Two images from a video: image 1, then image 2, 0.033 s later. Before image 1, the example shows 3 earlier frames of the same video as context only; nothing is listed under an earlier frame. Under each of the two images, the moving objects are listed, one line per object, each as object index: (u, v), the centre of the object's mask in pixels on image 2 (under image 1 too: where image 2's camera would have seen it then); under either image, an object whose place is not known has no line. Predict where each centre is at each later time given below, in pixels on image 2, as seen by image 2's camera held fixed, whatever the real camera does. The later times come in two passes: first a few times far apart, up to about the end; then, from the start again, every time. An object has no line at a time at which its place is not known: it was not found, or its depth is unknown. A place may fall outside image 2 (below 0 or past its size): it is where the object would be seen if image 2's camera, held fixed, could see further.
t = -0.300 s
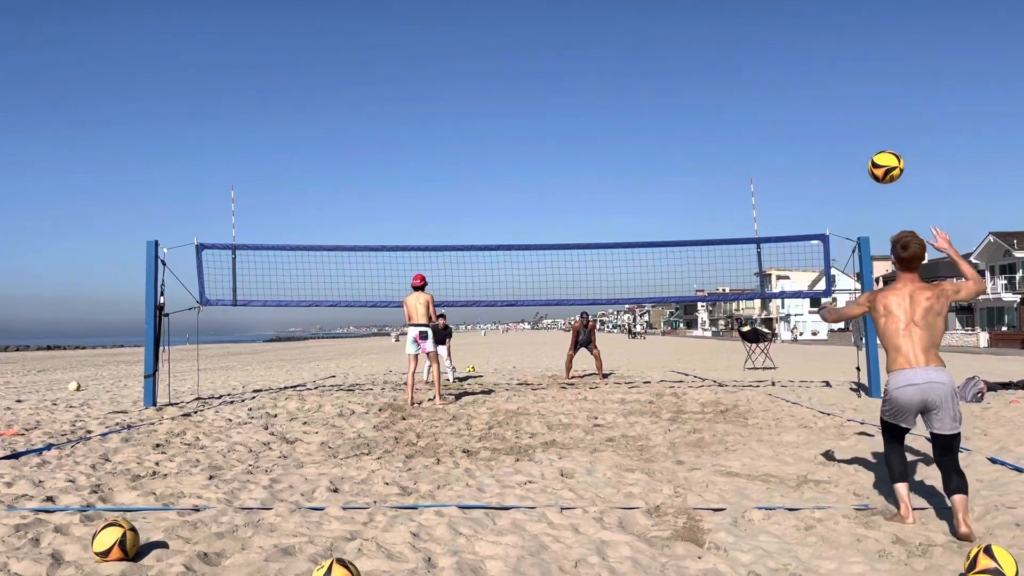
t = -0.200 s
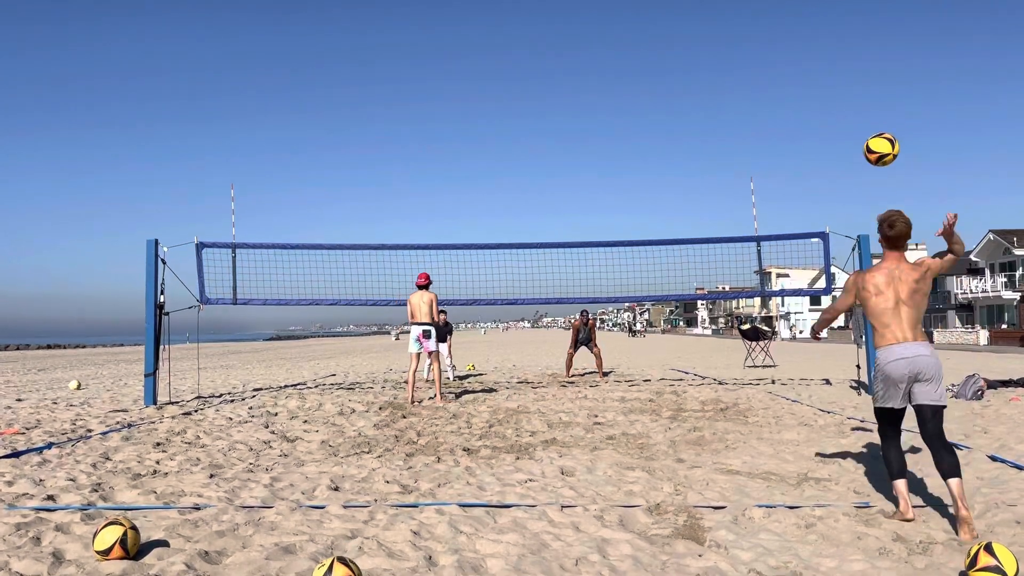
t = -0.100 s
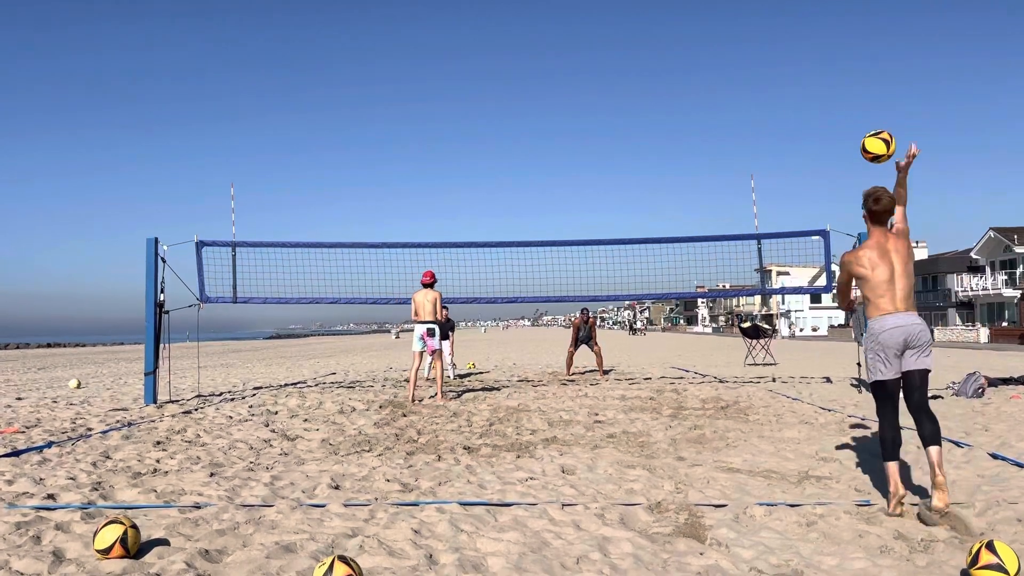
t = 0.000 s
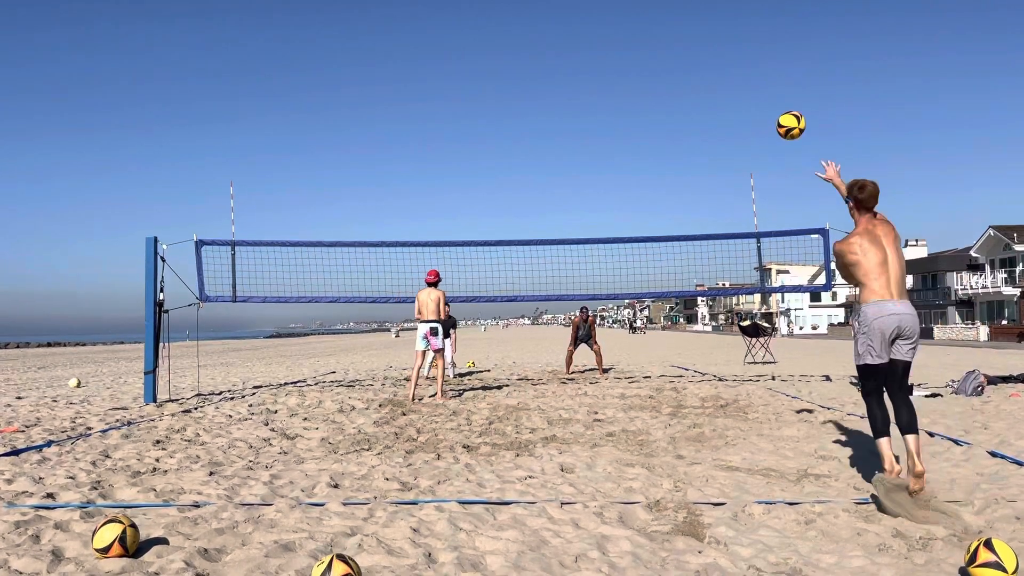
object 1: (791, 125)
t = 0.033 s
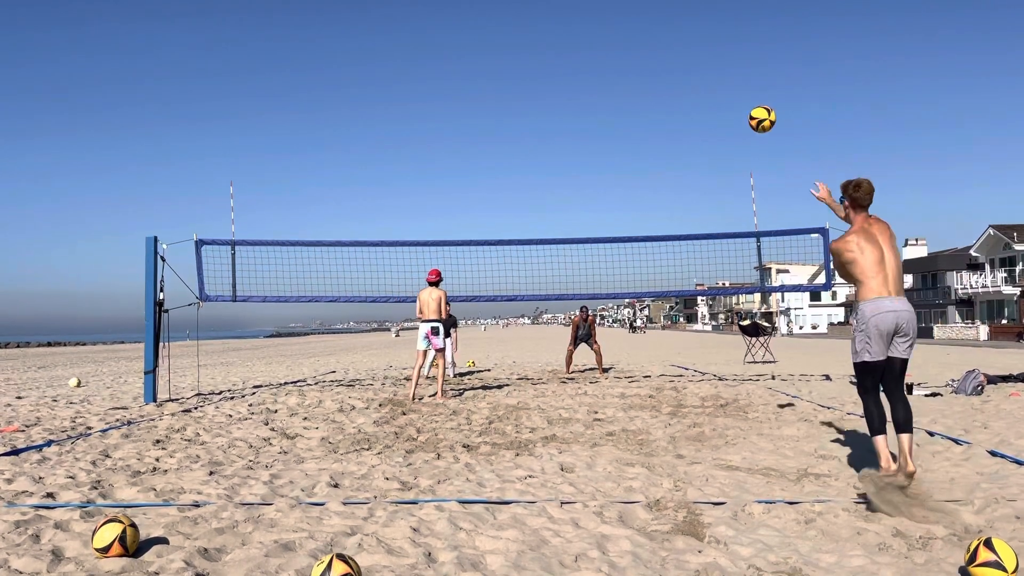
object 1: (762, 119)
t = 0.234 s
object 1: (645, 116)
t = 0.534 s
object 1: (560, 171)
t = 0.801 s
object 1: (519, 238)
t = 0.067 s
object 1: (737, 115)
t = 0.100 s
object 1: (714, 113)
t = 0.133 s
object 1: (694, 112)
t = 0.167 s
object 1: (676, 112)
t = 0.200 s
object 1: (660, 114)
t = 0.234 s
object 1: (645, 116)
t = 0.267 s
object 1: (632, 120)
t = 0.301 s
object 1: (620, 124)
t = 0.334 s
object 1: (609, 129)
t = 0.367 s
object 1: (599, 134)
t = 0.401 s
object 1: (590, 141)
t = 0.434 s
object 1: (582, 148)
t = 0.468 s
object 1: (574, 155)
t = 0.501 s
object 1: (567, 163)
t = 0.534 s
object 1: (560, 171)
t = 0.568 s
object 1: (554, 180)
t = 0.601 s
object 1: (548, 188)
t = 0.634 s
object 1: (543, 197)
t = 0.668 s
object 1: (538, 205)
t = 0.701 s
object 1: (533, 214)
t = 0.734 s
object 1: (528, 223)
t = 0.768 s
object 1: (523, 232)
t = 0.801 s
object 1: (519, 238)
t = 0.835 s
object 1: (515, 251)
